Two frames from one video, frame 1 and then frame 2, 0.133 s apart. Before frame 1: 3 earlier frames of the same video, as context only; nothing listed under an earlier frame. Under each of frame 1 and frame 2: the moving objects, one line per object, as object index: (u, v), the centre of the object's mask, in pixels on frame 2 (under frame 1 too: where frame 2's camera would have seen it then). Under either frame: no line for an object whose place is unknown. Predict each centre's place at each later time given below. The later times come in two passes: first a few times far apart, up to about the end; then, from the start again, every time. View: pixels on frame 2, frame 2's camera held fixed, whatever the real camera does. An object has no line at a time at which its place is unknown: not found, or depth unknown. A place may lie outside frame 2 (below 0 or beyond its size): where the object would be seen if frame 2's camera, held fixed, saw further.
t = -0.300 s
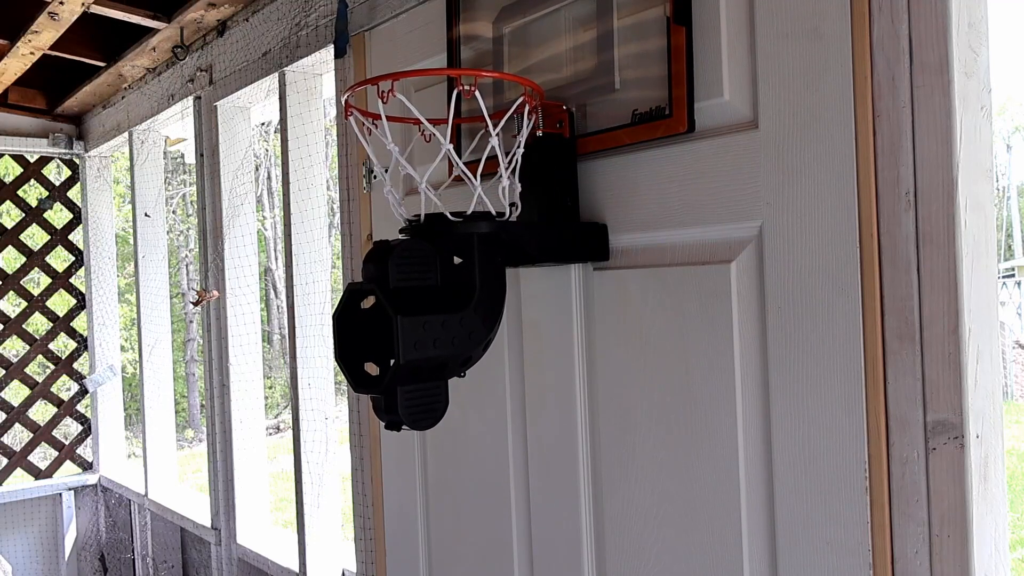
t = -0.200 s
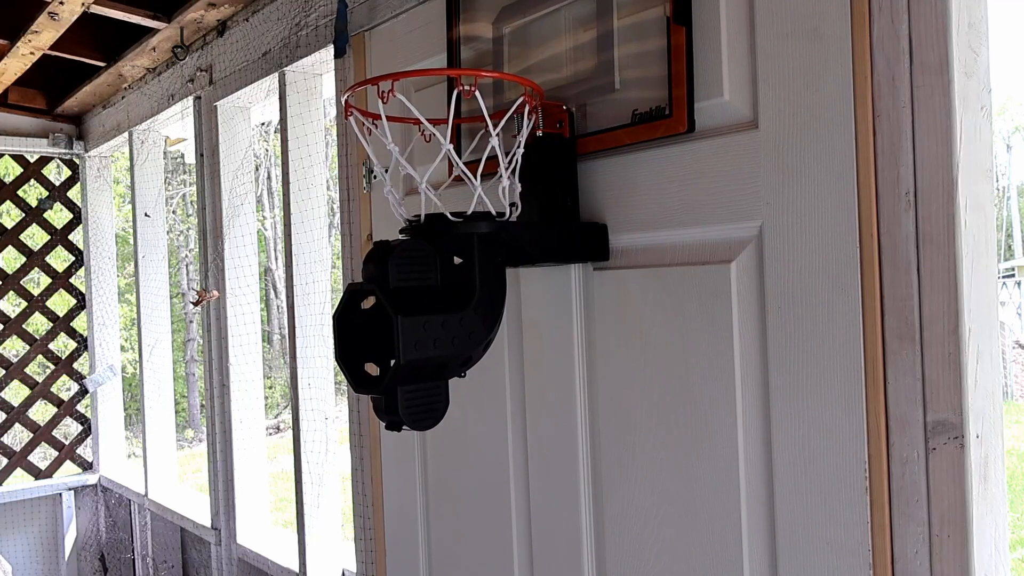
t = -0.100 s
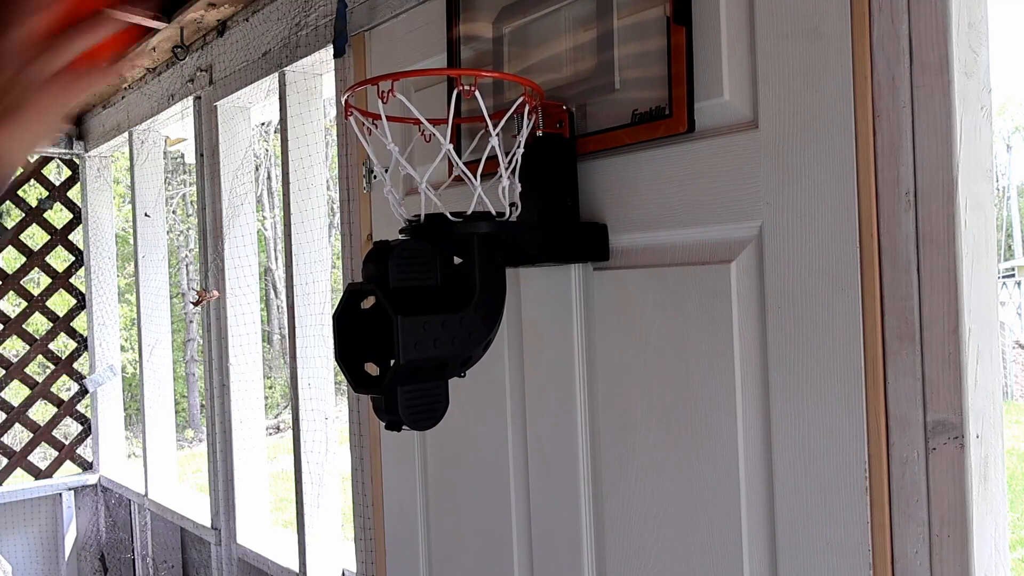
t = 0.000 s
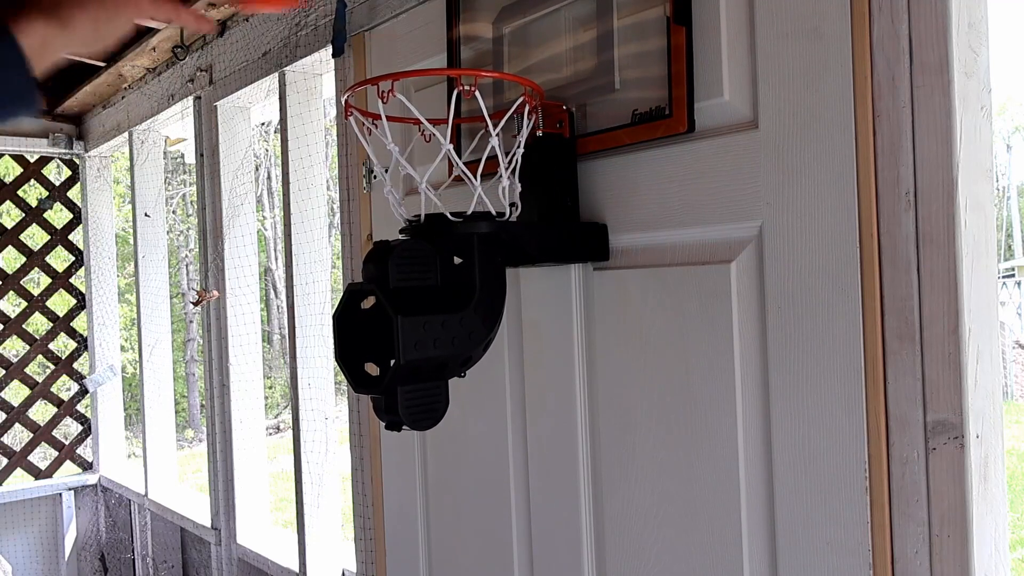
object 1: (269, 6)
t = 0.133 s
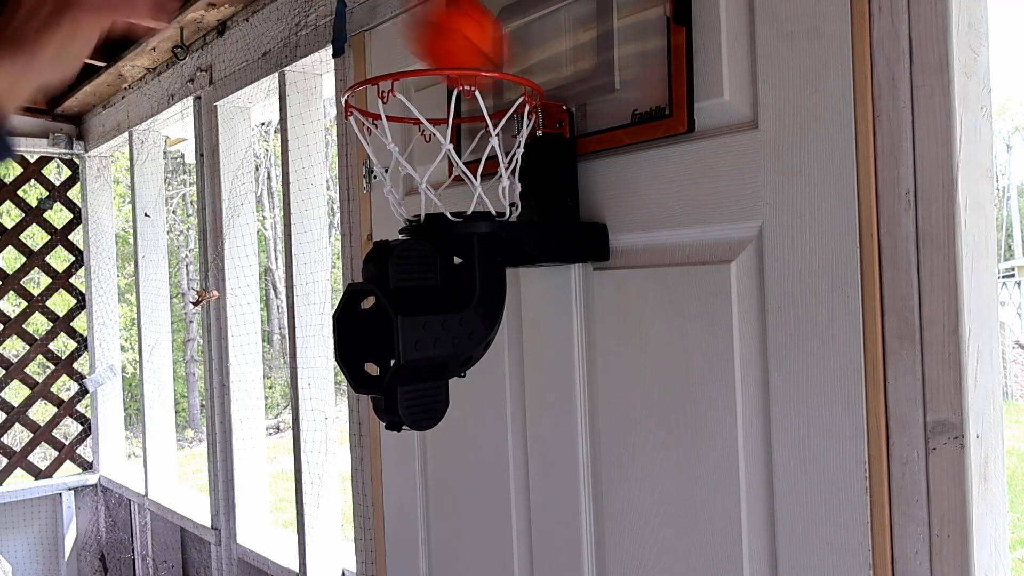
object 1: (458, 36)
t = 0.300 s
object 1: (439, 172)
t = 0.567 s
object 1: (450, 148)
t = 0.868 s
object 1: (460, 188)
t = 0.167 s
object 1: (502, 72)
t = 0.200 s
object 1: (484, 95)
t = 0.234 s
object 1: (466, 121)
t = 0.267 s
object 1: (446, 152)
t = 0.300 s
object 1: (439, 172)
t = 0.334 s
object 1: (436, 173)
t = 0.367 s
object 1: (435, 165)
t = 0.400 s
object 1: (433, 163)
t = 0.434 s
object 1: (428, 169)
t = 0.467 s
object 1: (433, 168)
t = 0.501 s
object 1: (436, 155)
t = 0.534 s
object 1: (437, 150)
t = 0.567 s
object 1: (450, 148)
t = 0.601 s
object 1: (452, 162)
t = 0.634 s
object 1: (458, 171)
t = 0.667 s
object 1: (459, 174)
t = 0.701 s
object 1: (463, 182)
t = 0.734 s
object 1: (459, 189)
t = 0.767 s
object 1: (451, 188)
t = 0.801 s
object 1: (460, 187)
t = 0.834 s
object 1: (462, 187)
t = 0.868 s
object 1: (460, 188)
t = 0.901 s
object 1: (452, 189)
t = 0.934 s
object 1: (452, 192)
